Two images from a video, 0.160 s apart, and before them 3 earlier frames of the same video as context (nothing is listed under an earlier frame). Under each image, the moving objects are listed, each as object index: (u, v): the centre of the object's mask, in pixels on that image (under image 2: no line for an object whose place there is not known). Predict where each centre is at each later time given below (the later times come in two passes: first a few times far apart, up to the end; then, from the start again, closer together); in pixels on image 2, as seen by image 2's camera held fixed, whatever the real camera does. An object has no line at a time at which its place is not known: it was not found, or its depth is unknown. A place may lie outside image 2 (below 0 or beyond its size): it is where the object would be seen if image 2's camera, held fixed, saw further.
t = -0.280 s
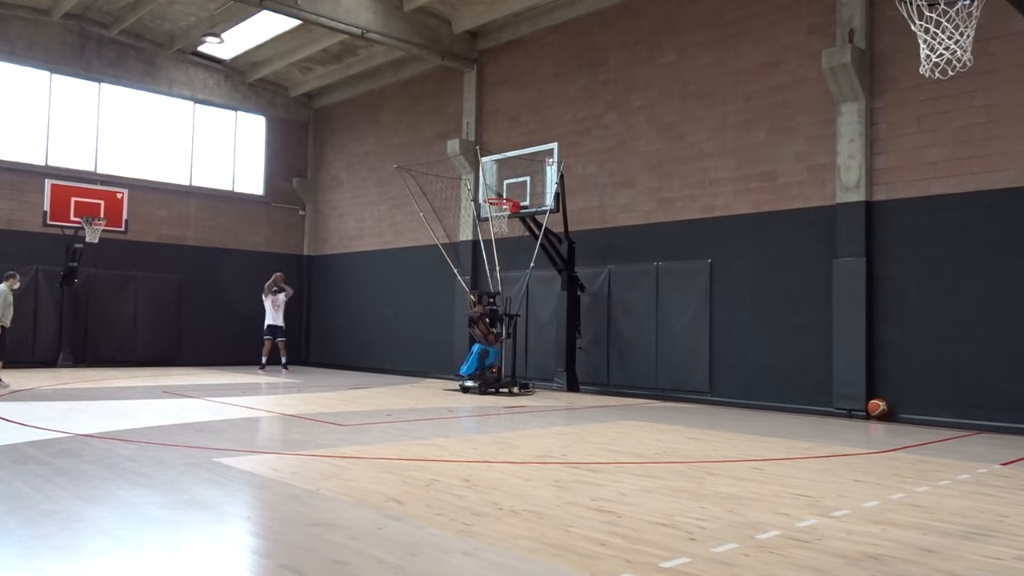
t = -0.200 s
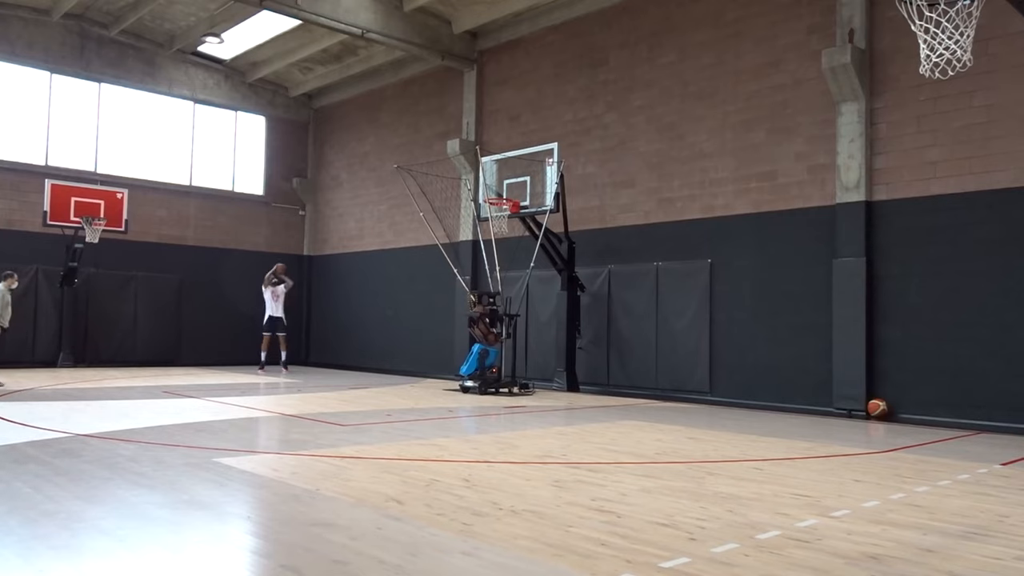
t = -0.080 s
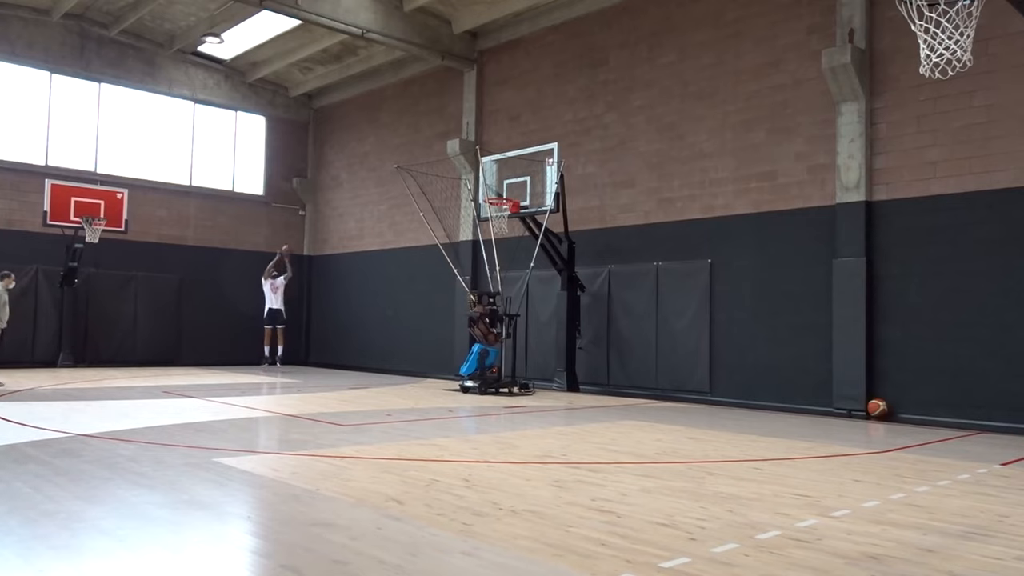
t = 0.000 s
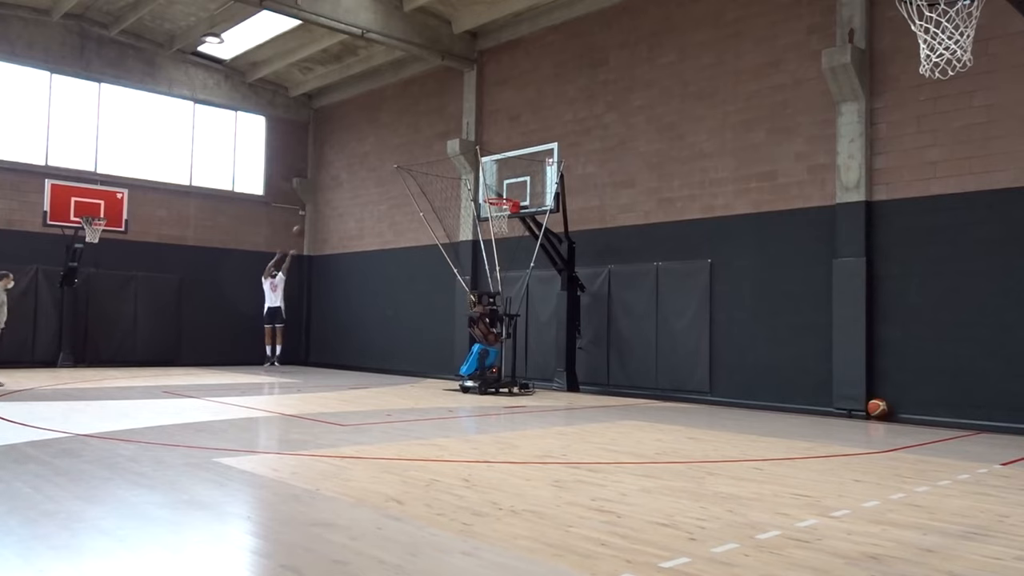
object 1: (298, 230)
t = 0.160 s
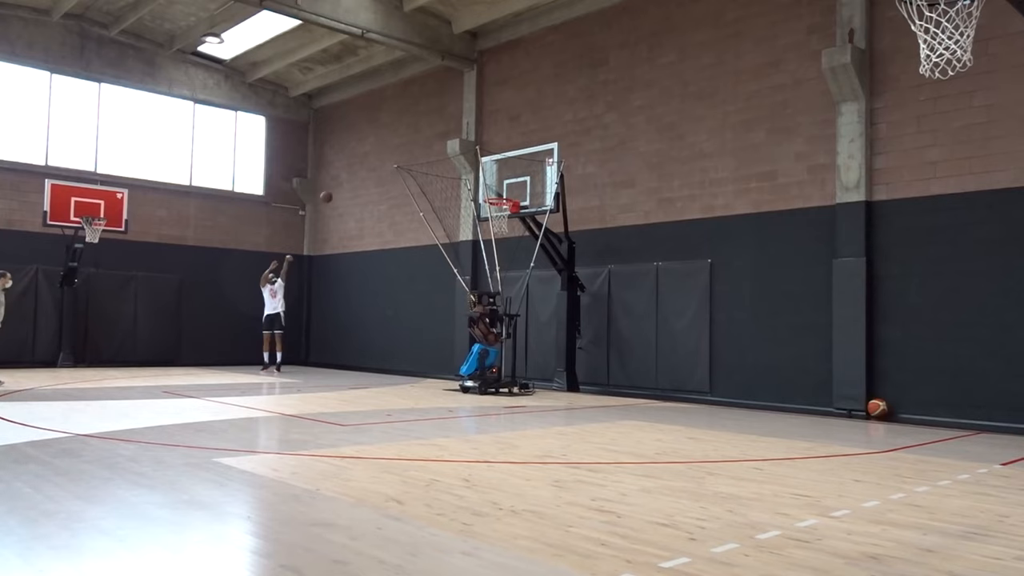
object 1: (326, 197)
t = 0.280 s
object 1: (348, 177)
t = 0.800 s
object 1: (457, 169)
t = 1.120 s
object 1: (514, 214)
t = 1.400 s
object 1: (517, 255)
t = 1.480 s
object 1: (507, 268)
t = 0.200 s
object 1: (333, 189)
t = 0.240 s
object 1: (340, 183)
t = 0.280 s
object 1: (348, 177)
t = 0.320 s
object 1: (355, 172)
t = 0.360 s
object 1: (363, 168)
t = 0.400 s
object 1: (371, 164)
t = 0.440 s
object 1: (378, 161)
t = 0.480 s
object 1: (386, 159)
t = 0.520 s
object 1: (395, 157)
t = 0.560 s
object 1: (403, 157)
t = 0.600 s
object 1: (411, 157)
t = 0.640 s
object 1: (420, 158)
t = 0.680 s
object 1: (429, 160)
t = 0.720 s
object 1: (438, 162)
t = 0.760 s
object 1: (447, 165)
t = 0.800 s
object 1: (457, 169)
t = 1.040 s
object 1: (511, 214)
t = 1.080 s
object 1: (512, 212)
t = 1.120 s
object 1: (514, 214)
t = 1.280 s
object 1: (520, 233)
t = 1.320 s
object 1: (521, 239)
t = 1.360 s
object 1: (519, 246)
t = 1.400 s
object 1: (517, 255)
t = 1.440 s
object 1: (514, 261)
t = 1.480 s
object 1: (507, 268)
